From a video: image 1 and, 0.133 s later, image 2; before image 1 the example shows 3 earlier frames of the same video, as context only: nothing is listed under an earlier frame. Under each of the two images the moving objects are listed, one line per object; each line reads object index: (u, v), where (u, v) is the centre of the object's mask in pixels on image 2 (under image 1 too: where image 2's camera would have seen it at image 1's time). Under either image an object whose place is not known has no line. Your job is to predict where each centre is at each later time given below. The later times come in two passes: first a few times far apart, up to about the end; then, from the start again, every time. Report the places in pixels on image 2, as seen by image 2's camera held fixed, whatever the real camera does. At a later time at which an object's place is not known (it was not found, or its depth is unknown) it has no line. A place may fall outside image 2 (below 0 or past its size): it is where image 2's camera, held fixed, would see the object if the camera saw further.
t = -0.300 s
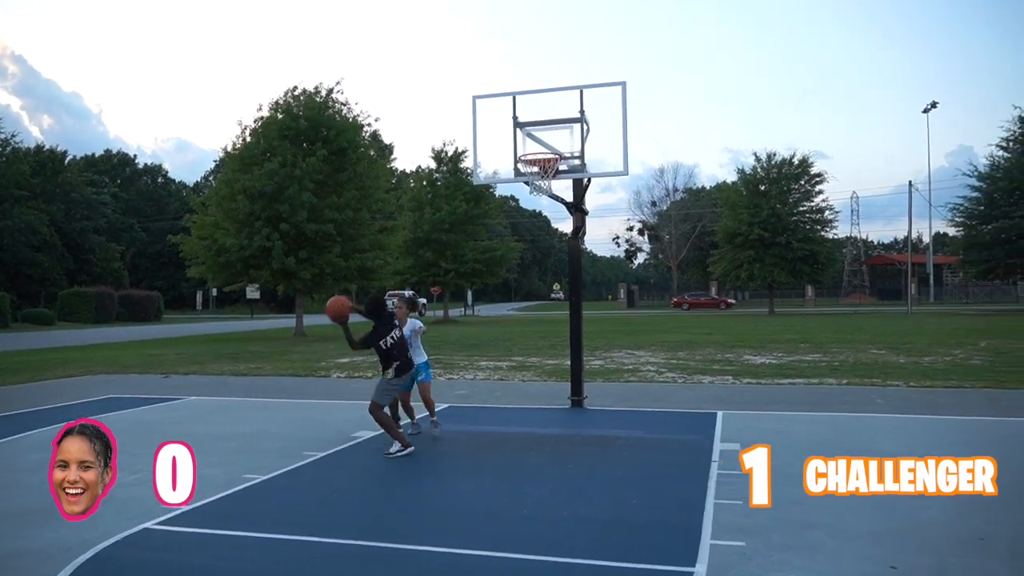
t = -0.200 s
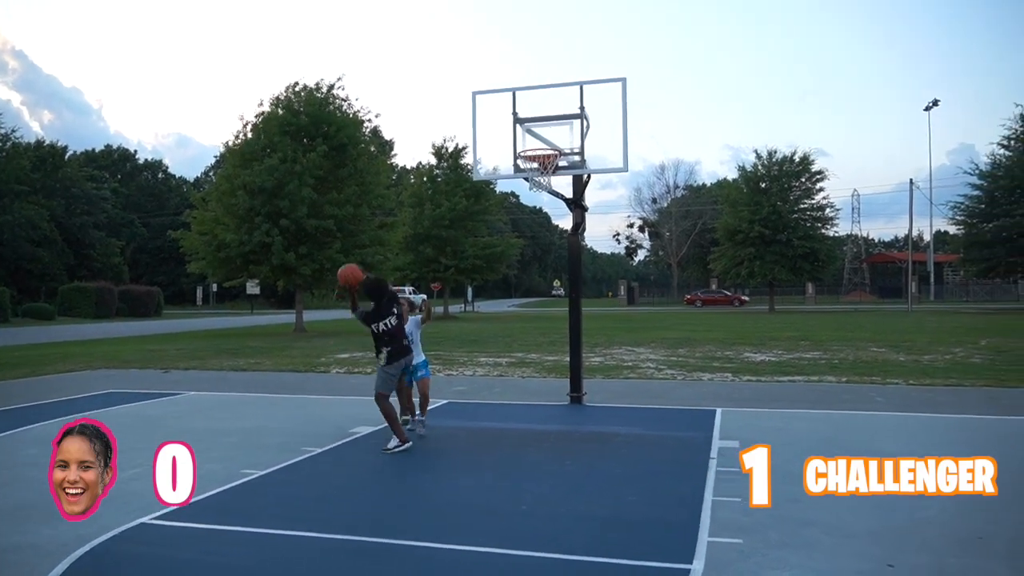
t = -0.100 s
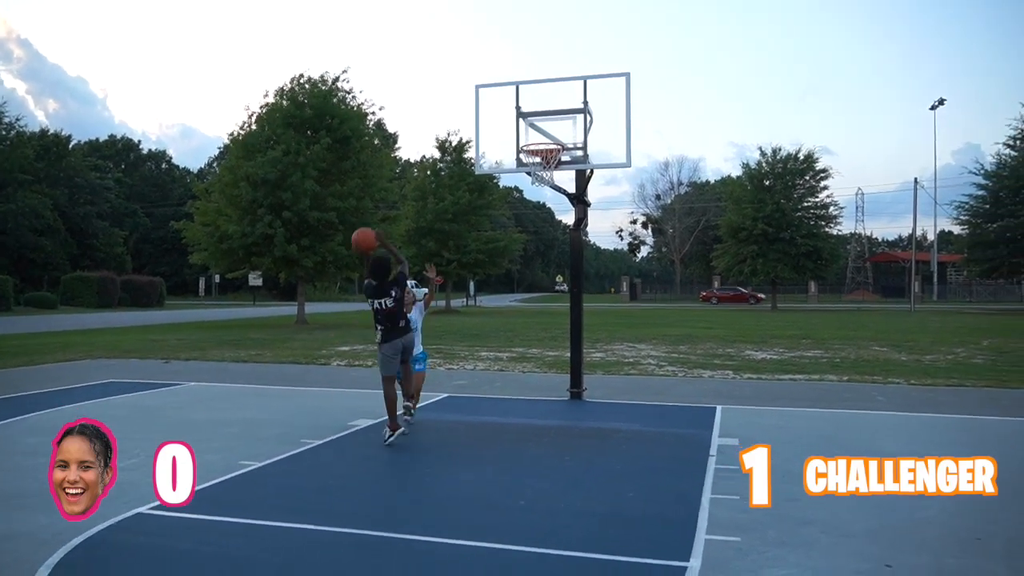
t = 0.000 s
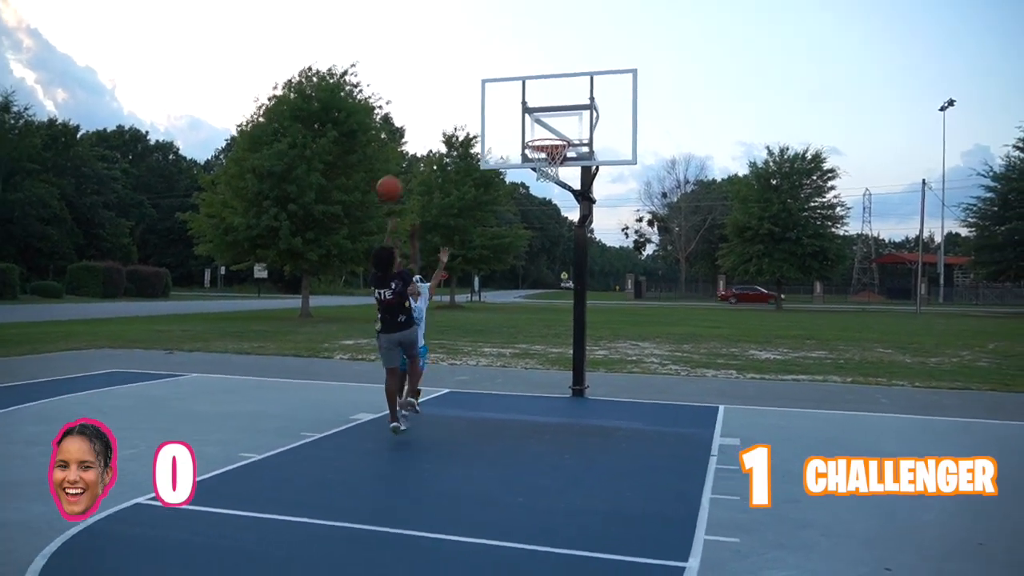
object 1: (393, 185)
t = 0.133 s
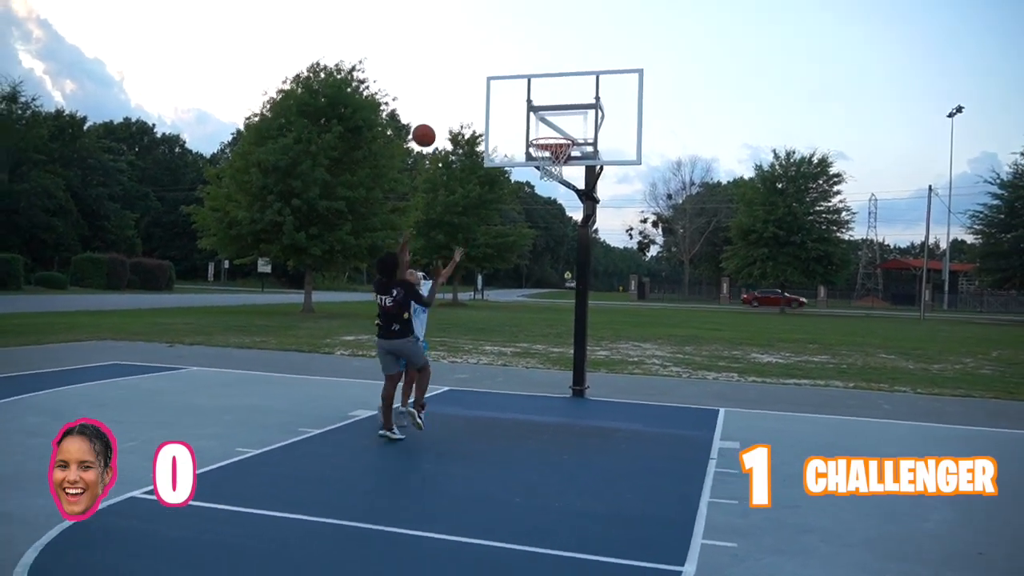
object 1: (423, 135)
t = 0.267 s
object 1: (453, 105)
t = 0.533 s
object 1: (509, 97)
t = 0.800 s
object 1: (555, 146)
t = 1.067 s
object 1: (565, 160)
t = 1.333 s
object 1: (546, 192)
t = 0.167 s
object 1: (431, 126)
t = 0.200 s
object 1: (439, 118)
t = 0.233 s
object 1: (446, 111)
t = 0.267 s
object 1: (453, 105)
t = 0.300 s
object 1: (460, 100)
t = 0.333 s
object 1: (467, 97)
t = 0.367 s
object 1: (474, 94)
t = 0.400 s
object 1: (482, 93)
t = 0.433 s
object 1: (488, 92)
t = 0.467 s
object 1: (495, 93)
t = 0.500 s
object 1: (502, 94)
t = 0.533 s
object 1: (509, 97)
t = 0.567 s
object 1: (515, 101)
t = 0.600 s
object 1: (522, 106)
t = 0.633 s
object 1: (528, 112)
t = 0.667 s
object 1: (534, 119)
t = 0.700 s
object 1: (540, 126)
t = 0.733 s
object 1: (546, 136)
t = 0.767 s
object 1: (551, 142)
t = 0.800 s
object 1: (555, 146)
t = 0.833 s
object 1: (559, 150)
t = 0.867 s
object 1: (566, 159)
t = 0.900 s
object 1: (569, 160)
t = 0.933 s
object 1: (570, 159)
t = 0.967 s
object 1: (570, 159)
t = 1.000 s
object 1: (569, 157)
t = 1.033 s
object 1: (567, 157)
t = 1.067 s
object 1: (565, 160)
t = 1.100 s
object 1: (563, 159)
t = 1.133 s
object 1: (562, 168)
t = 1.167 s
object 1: (563, 166)
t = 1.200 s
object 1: (556, 172)
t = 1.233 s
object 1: (553, 175)
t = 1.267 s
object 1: (550, 179)
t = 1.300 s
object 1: (548, 185)
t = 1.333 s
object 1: (546, 192)
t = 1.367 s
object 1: (543, 201)
